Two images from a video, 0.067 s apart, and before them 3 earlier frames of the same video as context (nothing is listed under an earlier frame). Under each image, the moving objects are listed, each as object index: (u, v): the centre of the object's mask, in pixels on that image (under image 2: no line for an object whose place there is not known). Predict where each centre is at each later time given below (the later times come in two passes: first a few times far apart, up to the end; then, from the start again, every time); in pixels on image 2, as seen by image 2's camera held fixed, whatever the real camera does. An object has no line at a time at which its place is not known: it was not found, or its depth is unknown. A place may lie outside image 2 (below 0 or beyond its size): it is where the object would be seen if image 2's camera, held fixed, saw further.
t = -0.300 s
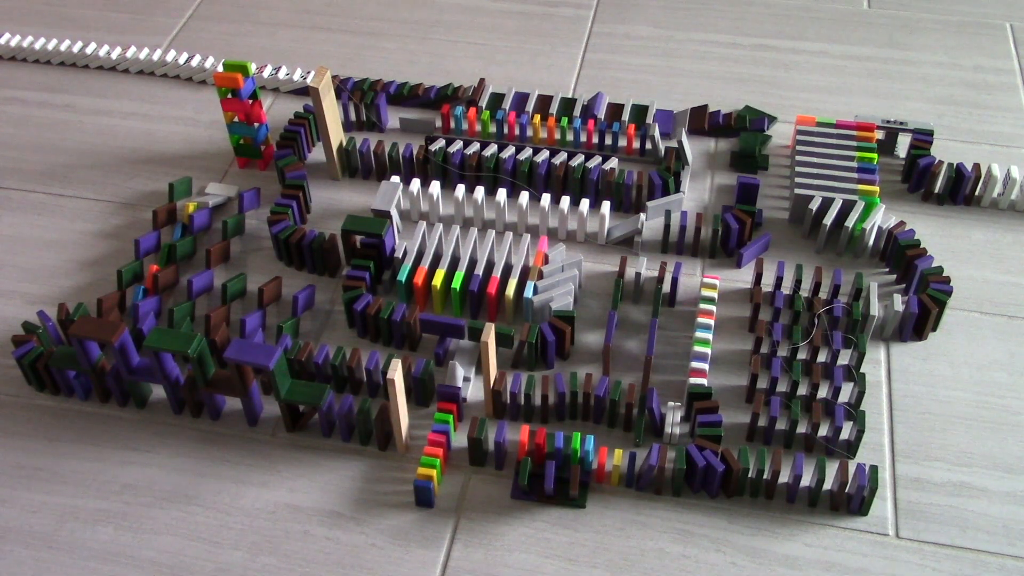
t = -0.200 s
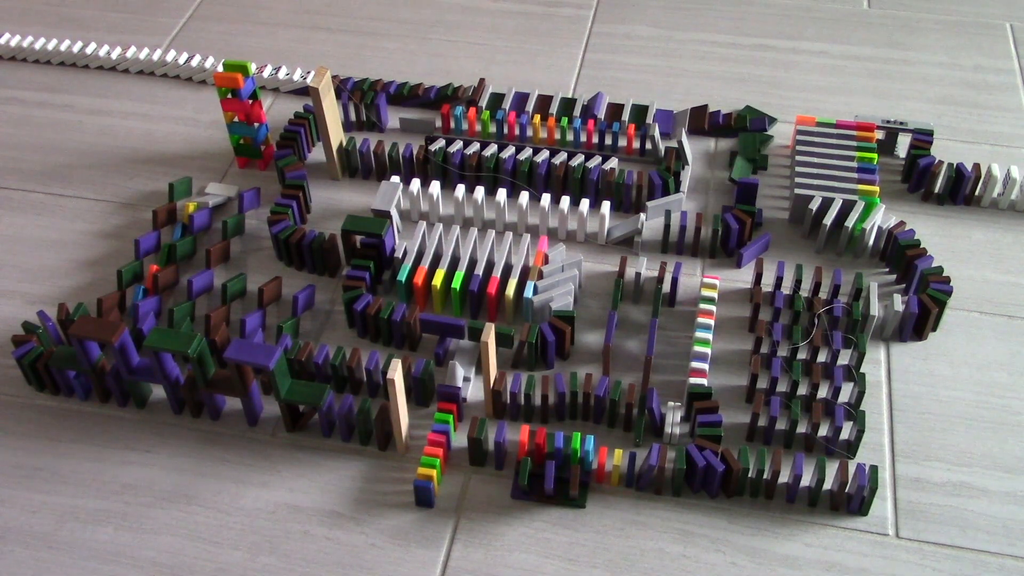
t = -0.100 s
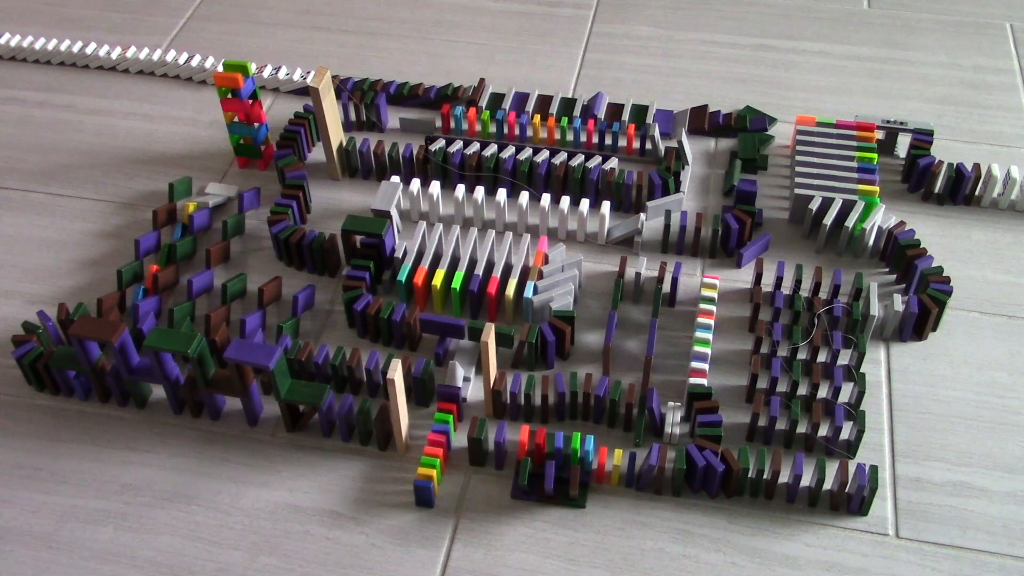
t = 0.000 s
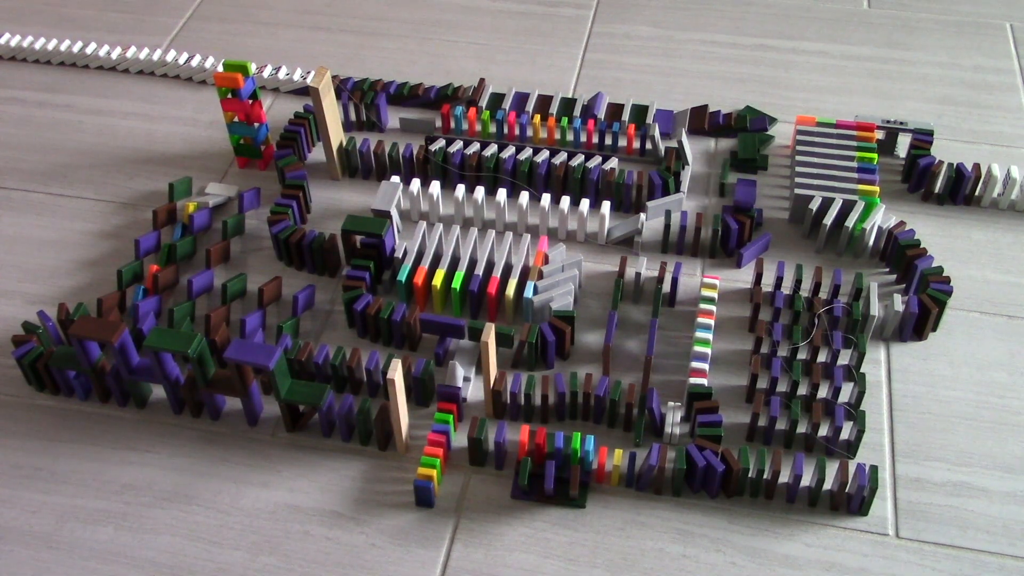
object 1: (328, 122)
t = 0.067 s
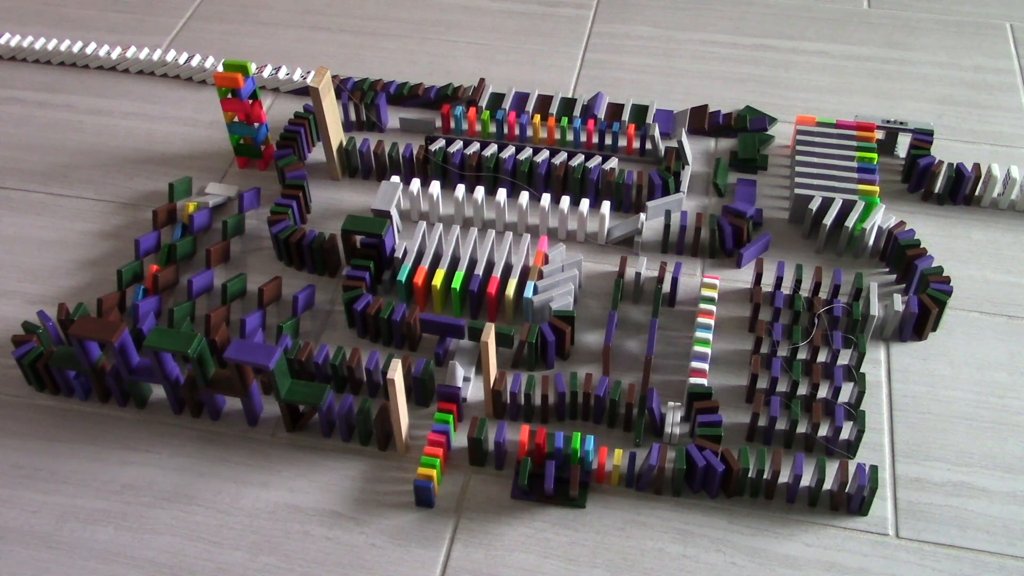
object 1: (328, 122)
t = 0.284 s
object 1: (328, 122)
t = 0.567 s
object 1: (328, 122)
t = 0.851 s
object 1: (328, 122)
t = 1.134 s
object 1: (328, 122)
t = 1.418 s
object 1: (328, 122)
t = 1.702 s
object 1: (328, 122)
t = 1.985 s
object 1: (328, 122)
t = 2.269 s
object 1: (328, 122)
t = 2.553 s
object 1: (328, 121)
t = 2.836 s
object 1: (328, 122)
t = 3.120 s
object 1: (328, 122)
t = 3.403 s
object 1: (328, 122)
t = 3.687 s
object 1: (328, 122)
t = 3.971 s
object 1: (294, 126)
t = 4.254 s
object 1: (278, 152)
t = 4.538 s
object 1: (280, 157)
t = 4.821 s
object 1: (279, 157)
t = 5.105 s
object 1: (279, 157)
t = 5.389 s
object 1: (279, 157)
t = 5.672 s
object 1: (279, 157)
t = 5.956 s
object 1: (279, 157)
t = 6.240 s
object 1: (279, 157)
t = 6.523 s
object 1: (279, 157)
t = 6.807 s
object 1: (279, 157)
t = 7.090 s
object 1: (279, 157)
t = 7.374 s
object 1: (279, 157)
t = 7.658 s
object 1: (279, 157)
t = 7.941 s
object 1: (280, 157)
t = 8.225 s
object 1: (279, 157)
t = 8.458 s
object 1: (279, 157)
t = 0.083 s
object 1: (328, 122)
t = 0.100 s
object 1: (328, 122)
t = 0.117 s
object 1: (328, 121)
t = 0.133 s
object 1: (328, 121)
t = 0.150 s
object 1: (328, 122)
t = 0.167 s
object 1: (328, 122)
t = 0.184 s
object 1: (328, 122)
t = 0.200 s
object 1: (328, 122)
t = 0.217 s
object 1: (328, 122)
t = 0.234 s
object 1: (328, 122)
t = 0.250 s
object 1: (328, 122)
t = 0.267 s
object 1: (328, 122)
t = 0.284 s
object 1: (328, 122)
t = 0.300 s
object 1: (328, 122)
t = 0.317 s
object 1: (328, 122)
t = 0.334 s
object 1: (328, 122)
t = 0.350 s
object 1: (328, 122)
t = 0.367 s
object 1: (328, 122)
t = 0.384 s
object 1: (328, 122)
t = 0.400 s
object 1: (328, 122)
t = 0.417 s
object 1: (328, 122)
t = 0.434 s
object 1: (328, 122)
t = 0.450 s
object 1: (328, 122)
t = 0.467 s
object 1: (328, 122)
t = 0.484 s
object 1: (328, 122)
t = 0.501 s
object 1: (328, 122)
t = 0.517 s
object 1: (328, 122)
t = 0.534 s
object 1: (328, 122)
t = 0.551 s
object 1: (328, 122)
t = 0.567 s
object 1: (328, 122)
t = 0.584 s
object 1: (328, 122)
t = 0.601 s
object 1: (328, 122)
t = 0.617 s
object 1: (328, 122)
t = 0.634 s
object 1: (328, 122)
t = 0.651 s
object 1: (328, 122)
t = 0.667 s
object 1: (328, 122)
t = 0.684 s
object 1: (328, 122)
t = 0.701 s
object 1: (328, 122)
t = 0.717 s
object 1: (328, 122)
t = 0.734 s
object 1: (328, 122)
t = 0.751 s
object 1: (328, 122)
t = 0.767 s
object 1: (328, 122)
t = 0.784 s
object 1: (328, 122)
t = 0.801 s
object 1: (328, 122)
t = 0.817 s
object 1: (328, 122)
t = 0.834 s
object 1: (328, 122)
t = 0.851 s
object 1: (328, 122)
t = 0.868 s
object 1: (328, 122)
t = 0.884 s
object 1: (328, 122)
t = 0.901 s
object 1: (328, 122)
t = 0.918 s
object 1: (328, 122)
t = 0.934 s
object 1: (328, 122)
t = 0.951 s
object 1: (328, 122)
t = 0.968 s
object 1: (328, 122)
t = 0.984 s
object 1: (328, 122)
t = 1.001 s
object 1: (328, 122)
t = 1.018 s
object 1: (328, 122)
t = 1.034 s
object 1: (328, 122)
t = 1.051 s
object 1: (328, 122)
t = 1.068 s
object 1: (328, 122)
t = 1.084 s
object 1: (328, 122)
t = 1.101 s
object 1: (328, 122)
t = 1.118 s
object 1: (328, 122)
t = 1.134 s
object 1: (328, 122)
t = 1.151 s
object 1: (328, 122)
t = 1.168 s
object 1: (328, 122)
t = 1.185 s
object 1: (328, 122)
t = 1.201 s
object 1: (328, 122)
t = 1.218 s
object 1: (328, 122)
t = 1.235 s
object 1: (328, 122)
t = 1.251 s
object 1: (328, 122)
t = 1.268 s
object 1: (328, 122)
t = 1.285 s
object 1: (328, 122)
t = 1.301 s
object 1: (328, 122)
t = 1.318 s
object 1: (328, 122)
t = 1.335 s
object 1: (328, 122)
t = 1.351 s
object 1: (328, 122)
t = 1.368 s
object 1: (328, 122)
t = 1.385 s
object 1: (328, 122)
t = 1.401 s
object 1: (328, 122)
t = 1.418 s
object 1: (328, 122)
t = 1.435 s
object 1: (328, 122)
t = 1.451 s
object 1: (328, 122)
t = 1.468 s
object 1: (328, 122)
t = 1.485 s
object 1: (328, 122)
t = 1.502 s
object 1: (328, 122)
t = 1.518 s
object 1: (328, 122)
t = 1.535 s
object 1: (328, 121)
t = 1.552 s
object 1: (328, 122)
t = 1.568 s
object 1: (328, 122)
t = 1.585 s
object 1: (328, 122)
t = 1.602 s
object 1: (328, 122)
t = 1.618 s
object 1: (328, 122)
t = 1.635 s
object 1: (328, 122)
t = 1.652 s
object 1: (328, 122)
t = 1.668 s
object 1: (328, 122)
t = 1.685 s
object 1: (328, 122)
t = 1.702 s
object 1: (328, 122)
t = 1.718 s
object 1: (328, 122)
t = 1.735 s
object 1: (328, 122)
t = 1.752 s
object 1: (328, 122)
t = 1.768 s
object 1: (328, 122)
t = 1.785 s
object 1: (328, 122)
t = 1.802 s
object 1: (328, 122)
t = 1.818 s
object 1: (328, 122)
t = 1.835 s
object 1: (328, 122)
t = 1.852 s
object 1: (328, 122)
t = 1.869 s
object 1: (328, 122)
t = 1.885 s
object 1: (328, 121)
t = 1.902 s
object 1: (328, 121)
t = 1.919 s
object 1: (328, 121)
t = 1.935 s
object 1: (328, 121)
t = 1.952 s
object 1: (328, 122)
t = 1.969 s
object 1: (328, 122)
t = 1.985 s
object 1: (328, 122)
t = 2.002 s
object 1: (328, 122)
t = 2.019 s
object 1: (328, 122)
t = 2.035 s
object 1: (328, 122)
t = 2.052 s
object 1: (328, 122)
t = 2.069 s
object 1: (328, 122)
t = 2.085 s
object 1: (328, 122)
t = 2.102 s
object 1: (328, 122)
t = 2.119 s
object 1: (328, 122)
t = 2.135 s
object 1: (328, 122)
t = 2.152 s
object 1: (328, 122)
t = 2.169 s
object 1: (328, 122)
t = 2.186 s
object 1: (328, 122)
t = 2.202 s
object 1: (328, 122)
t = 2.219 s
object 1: (328, 122)
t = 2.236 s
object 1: (328, 121)
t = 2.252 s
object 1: (328, 122)
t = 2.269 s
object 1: (328, 122)
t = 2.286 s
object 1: (328, 122)
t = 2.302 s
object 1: (328, 122)
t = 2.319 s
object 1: (328, 122)
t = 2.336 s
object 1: (328, 122)
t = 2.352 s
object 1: (328, 122)
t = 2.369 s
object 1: (328, 122)
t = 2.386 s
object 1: (328, 122)
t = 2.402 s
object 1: (328, 122)
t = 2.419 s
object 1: (328, 122)
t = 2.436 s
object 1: (328, 122)
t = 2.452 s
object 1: (328, 122)
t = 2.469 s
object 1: (328, 121)
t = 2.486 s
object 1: (328, 121)
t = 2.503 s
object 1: (328, 121)
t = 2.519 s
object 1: (328, 121)
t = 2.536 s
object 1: (328, 121)
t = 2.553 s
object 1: (328, 121)
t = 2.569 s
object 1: (328, 121)
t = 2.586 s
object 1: (328, 122)
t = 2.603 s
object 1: (328, 122)
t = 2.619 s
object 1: (328, 122)
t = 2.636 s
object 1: (328, 122)
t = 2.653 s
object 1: (328, 122)
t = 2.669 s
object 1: (328, 122)
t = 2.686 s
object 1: (328, 122)
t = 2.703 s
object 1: (328, 122)
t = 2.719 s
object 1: (328, 122)
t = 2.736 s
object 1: (328, 122)
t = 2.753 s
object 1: (328, 122)
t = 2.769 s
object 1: (328, 122)
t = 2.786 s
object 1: (328, 122)
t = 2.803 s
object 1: (328, 122)
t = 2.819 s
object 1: (328, 122)
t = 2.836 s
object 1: (328, 122)
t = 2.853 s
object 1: (328, 122)
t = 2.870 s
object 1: (328, 122)
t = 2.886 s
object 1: (328, 121)
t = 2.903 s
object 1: (328, 122)
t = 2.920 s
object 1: (328, 122)
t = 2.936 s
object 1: (328, 122)
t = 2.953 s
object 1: (328, 122)
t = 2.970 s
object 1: (328, 122)
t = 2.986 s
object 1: (328, 122)
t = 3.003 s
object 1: (328, 122)
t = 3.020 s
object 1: (328, 122)
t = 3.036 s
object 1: (328, 122)
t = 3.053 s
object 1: (328, 122)
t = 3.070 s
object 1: (328, 122)
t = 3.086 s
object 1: (328, 122)
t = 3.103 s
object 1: (328, 122)
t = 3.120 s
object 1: (328, 122)
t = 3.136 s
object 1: (328, 122)
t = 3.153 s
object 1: (328, 122)
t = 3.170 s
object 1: (328, 122)
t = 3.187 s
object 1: (328, 122)
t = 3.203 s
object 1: (328, 122)
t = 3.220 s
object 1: (328, 122)
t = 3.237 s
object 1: (328, 122)
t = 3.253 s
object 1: (328, 122)
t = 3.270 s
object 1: (328, 122)
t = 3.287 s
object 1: (328, 122)
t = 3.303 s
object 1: (328, 122)
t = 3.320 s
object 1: (328, 122)
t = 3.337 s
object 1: (328, 122)
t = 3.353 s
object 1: (328, 122)
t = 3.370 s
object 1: (328, 122)
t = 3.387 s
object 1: (328, 122)
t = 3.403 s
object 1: (328, 122)
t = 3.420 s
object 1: (328, 122)
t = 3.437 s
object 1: (328, 122)
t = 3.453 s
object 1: (328, 122)
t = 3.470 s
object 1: (328, 122)
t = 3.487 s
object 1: (328, 122)
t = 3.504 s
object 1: (328, 122)
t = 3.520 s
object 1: (328, 122)
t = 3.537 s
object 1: (328, 122)
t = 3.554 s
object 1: (328, 122)
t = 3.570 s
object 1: (328, 122)
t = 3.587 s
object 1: (328, 122)
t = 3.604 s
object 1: (328, 122)
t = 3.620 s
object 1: (328, 122)
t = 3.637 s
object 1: (328, 122)
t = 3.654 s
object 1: (328, 122)
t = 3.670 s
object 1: (328, 122)
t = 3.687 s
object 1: (328, 122)
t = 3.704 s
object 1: (328, 122)
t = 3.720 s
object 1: (327, 118)
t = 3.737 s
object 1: (327, 118)
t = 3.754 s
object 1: (326, 119)
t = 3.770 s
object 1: (325, 119)
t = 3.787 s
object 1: (323, 119)
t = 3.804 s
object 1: (321, 118)
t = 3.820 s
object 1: (320, 118)
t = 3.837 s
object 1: (318, 119)
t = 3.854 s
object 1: (315, 119)
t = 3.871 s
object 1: (313, 118)
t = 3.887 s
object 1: (310, 119)
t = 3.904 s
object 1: (308, 120)
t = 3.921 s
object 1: (304, 121)
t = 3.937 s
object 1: (301, 123)
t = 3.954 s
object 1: (297, 124)
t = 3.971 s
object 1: (294, 126)
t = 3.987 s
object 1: (290, 128)
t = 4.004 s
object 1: (288, 131)
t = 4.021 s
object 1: (284, 133)
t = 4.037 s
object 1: (282, 134)
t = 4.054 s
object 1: (281, 137)
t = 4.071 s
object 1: (280, 139)
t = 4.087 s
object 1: (279, 141)
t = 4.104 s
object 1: (279, 144)
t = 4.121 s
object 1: (278, 146)
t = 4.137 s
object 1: (279, 148)
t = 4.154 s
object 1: (280, 150)
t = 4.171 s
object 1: (280, 151)
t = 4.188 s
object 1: (280, 151)
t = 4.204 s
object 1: (280, 152)
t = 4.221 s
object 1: (279, 152)
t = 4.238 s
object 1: (279, 152)
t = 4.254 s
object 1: (278, 152)
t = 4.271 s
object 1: (279, 153)
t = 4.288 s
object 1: (279, 153)
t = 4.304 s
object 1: (279, 154)
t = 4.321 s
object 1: (279, 154)
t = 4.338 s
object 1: (279, 155)
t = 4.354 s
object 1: (280, 156)
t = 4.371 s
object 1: (280, 156)
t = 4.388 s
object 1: (280, 156)
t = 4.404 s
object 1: (280, 156)
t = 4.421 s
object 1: (281, 156)
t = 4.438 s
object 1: (280, 156)
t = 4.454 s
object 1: (280, 156)
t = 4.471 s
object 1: (280, 156)
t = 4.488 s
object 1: (280, 157)
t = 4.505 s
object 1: (280, 157)
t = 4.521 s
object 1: (279, 157)
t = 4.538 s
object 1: (280, 157)
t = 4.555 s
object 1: (280, 157)
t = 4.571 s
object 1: (279, 157)
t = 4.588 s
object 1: (279, 157)
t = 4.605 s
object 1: (279, 157)
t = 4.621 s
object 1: (279, 157)
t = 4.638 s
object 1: (279, 157)
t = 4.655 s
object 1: (279, 157)
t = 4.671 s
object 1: (279, 157)
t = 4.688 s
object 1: (279, 157)
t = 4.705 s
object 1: (279, 157)
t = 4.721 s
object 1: (279, 157)
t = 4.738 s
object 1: (279, 157)
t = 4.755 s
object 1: (279, 157)
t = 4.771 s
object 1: (279, 157)
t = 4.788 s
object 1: (279, 157)
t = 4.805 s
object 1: (279, 157)
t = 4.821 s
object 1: (279, 157)
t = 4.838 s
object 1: (279, 157)
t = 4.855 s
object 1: (279, 157)
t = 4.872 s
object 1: (279, 157)
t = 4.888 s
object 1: (279, 157)
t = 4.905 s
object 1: (279, 157)
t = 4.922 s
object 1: (279, 157)
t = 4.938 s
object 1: (279, 157)
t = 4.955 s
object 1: (279, 157)
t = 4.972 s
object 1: (279, 157)
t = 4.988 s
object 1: (279, 157)
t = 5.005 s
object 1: (279, 157)
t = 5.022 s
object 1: (279, 157)
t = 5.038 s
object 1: (279, 157)
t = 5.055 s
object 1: (279, 157)
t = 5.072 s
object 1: (279, 157)
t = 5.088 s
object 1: (279, 157)
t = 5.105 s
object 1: (279, 157)
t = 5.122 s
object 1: (279, 157)
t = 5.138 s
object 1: (279, 157)
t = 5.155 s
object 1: (279, 157)
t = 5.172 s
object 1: (279, 157)
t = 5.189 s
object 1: (279, 157)
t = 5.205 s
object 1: (279, 157)
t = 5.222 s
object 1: (279, 157)
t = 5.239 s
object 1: (279, 157)
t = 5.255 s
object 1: (279, 157)
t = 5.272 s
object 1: (279, 157)
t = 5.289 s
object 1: (279, 157)
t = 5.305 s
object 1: (279, 157)
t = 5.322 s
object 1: (279, 157)
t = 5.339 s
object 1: (279, 157)
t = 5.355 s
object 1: (279, 157)
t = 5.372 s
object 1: (279, 157)
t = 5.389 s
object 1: (279, 157)
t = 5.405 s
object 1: (279, 157)
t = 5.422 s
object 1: (279, 157)
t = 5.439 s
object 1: (279, 157)
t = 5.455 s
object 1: (279, 157)
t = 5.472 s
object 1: (279, 157)
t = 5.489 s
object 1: (279, 157)
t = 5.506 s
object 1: (279, 157)
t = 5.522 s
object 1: (279, 157)
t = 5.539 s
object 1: (279, 157)
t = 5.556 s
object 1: (279, 157)
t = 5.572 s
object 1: (279, 157)
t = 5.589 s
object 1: (279, 157)
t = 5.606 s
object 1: (279, 157)
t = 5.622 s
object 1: (279, 157)
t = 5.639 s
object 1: (279, 157)
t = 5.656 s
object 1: (279, 157)
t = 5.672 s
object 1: (279, 157)
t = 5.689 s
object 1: (279, 157)
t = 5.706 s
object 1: (279, 157)
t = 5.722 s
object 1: (279, 157)
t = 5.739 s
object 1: (279, 157)
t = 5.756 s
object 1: (279, 157)
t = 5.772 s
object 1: (279, 157)
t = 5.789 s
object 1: (279, 157)
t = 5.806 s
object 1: (279, 157)
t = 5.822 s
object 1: (279, 157)
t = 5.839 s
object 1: (279, 157)
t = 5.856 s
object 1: (279, 157)
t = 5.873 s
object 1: (279, 157)
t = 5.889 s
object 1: (279, 157)
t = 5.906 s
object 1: (279, 157)
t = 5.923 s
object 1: (279, 157)
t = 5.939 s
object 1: (279, 157)
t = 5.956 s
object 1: (279, 157)
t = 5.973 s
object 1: (279, 157)
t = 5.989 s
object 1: (279, 157)
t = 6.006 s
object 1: (279, 157)
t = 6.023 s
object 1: (279, 157)
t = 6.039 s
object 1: (279, 157)
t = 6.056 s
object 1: (279, 157)
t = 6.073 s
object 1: (279, 157)
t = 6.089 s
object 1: (279, 157)
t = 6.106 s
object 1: (279, 157)
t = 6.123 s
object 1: (279, 157)
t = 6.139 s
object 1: (279, 157)
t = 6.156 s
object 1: (279, 157)
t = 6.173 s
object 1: (279, 157)
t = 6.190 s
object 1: (279, 157)
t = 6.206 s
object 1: (279, 157)
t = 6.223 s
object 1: (279, 157)
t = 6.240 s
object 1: (279, 157)
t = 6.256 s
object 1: (279, 157)
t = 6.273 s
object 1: (279, 157)
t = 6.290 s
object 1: (279, 157)
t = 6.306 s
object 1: (279, 157)
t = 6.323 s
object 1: (279, 157)
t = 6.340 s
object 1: (279, 157)
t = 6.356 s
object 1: (279, 157)
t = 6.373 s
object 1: (279, 157)
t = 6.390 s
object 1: (279, 157)
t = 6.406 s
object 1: (279, 157)
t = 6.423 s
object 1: (279, 157)
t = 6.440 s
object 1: (279, 157)
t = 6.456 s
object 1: (279, 157)
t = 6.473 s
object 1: (279, 157)
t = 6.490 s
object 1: (279, 157)
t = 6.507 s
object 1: (279, 157)
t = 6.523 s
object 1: (279, 157)
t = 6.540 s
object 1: (279, 157)
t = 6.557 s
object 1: (279, 157)
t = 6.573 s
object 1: (279, 157)
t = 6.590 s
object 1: (279, 157)
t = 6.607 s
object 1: (279, 157)
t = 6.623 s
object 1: (279, 157)
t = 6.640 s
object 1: (279, 157)
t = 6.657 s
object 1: (279, 157)
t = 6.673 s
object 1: (279, 157)
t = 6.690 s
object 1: (279, 157)
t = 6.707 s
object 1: (279, 157)
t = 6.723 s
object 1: (279, 157)
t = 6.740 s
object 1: (279, 157)
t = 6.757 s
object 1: (279, 157)
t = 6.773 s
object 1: (279, 157)
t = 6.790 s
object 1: (279, 157)
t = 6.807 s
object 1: (279, 157)
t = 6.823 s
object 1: (279, 157)
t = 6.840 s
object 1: (279, 157)
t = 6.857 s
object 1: (279, 157)
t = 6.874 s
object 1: (279, 157)
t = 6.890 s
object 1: (279, 157)
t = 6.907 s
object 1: (279, 157)
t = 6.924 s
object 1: (279, 157)
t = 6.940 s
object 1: (280, 157)
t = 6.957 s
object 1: (279, 157)
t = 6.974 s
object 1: (279, 157)
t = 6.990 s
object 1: (280, 157)
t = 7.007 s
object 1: (279, 157)
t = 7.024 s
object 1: (279, 157)
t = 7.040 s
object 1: (279, 157)
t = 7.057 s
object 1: (279, 157)
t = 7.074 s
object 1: (279, 157)
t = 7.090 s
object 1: (279, 157)
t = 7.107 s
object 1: (280, 157)
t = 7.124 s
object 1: (279, 157)
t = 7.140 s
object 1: (279, 157)
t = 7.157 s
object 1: (279, 157)
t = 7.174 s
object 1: (279, 157)
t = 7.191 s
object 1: (279, 157)
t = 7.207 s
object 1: (280, 157)
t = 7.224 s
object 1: (279, 157)
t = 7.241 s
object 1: (279, 157)
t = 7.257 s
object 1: (279, 157)
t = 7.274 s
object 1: (279, 157)
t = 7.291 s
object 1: (279, 157)
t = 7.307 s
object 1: (279, 157)
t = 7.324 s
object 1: (279, 157)
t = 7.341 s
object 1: (279, 157)
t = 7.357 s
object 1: (279, 157)
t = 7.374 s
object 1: (279, 157)
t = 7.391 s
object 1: (279, 157)
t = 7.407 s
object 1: (279, 157)
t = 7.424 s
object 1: (279, 157)
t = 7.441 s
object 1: (279, 157)
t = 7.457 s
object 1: (279, 157)
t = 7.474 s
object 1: (279, 157)
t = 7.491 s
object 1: (279, 157)
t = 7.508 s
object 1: (279, 157)
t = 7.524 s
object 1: (279, 157)
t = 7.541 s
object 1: (279, 157)
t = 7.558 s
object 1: (279, 157)
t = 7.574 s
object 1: (279, 157)
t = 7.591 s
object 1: (279, 157)
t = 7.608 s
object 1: (280, 157)
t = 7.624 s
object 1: (279, 157)
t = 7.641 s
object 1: (279, 157)
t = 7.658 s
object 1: (279, 157)
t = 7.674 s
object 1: (279, 157)
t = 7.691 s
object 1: (280, 157)
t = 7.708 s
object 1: (280, 157)
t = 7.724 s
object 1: (280, 157)
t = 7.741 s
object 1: (280, 157)
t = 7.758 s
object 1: (280, 157)
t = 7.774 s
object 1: (280, 157)
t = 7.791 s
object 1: (280, 157)
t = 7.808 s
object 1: (280, 157)
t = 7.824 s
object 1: (280, 157)
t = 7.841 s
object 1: (280, 157)
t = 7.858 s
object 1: (280, 157)
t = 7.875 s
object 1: (280, 157)
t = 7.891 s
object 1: (280, 157)
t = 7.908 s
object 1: (280, 157)
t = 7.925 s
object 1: (280, 157)
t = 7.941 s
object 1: (280, 157)
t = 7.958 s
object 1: (280, 157)
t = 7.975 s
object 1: (280, 157)
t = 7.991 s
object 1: (280, 157)
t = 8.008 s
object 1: (280, 157)
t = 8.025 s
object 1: (279, 157)
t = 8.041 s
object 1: (279, 157)
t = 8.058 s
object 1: (280, 157)
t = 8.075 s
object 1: (279, 157)
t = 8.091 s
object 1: (279, 157)
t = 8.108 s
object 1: (280, 157)
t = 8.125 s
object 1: (279, 157)
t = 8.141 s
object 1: (279, 157)
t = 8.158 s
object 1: (279, 157)
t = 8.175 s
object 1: (279, 157)
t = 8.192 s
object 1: (279, 157)
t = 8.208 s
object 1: (279, 157)
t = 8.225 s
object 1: (279, 157)
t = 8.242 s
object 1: (279, 157)
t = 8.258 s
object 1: (279, 157)
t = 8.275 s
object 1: (279, 157)
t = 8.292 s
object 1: (279, 157)
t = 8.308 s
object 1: (279, 157)
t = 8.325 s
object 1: (279, 157)
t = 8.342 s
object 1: (279, 157)
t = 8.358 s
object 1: (279, 157)
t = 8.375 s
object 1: (279, 157)
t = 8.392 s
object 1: (279, 157)
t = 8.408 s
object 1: (279, 157)
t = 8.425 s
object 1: (279, 157)
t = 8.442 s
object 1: (279, 157)
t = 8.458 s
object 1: (279, 157)
